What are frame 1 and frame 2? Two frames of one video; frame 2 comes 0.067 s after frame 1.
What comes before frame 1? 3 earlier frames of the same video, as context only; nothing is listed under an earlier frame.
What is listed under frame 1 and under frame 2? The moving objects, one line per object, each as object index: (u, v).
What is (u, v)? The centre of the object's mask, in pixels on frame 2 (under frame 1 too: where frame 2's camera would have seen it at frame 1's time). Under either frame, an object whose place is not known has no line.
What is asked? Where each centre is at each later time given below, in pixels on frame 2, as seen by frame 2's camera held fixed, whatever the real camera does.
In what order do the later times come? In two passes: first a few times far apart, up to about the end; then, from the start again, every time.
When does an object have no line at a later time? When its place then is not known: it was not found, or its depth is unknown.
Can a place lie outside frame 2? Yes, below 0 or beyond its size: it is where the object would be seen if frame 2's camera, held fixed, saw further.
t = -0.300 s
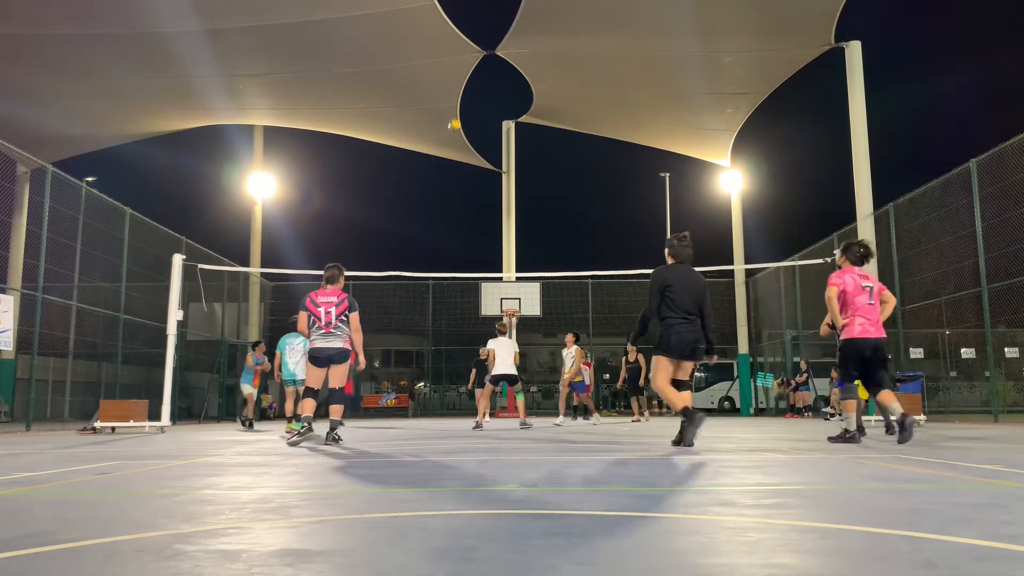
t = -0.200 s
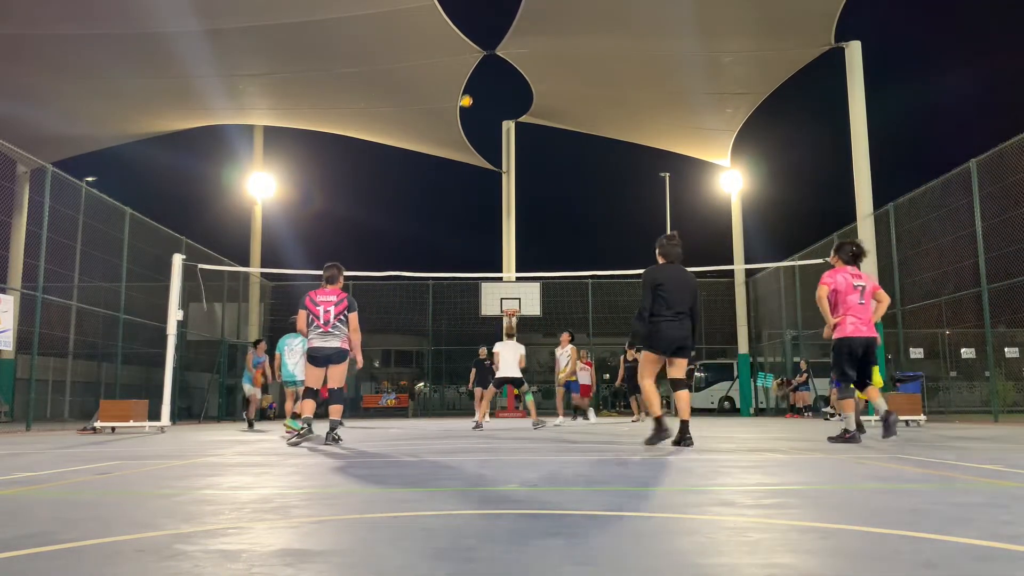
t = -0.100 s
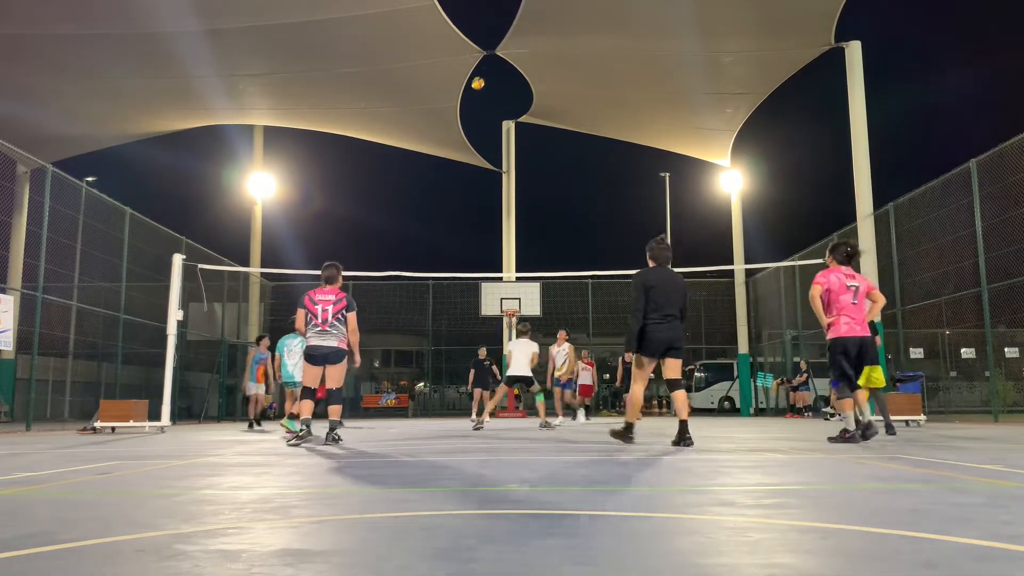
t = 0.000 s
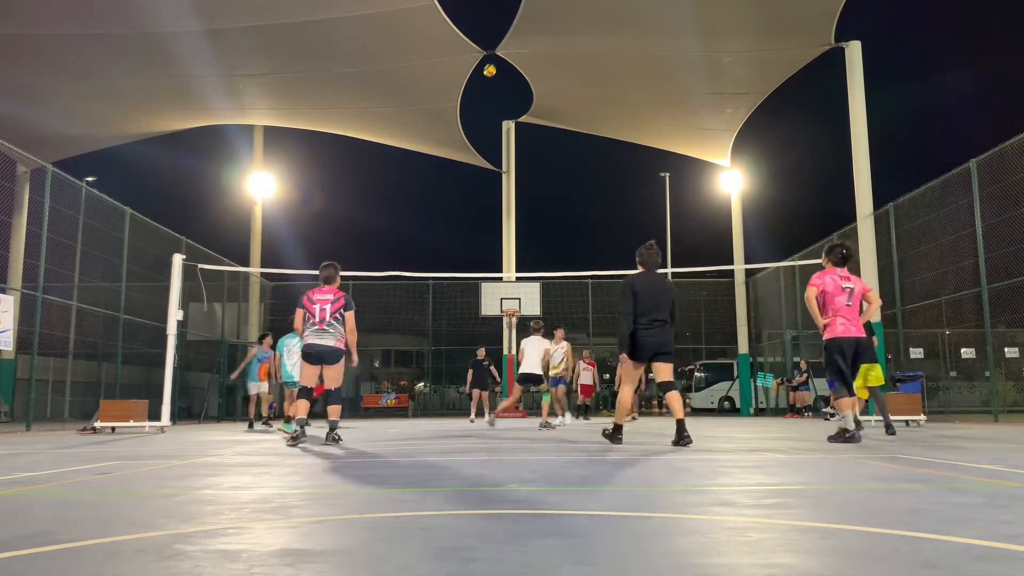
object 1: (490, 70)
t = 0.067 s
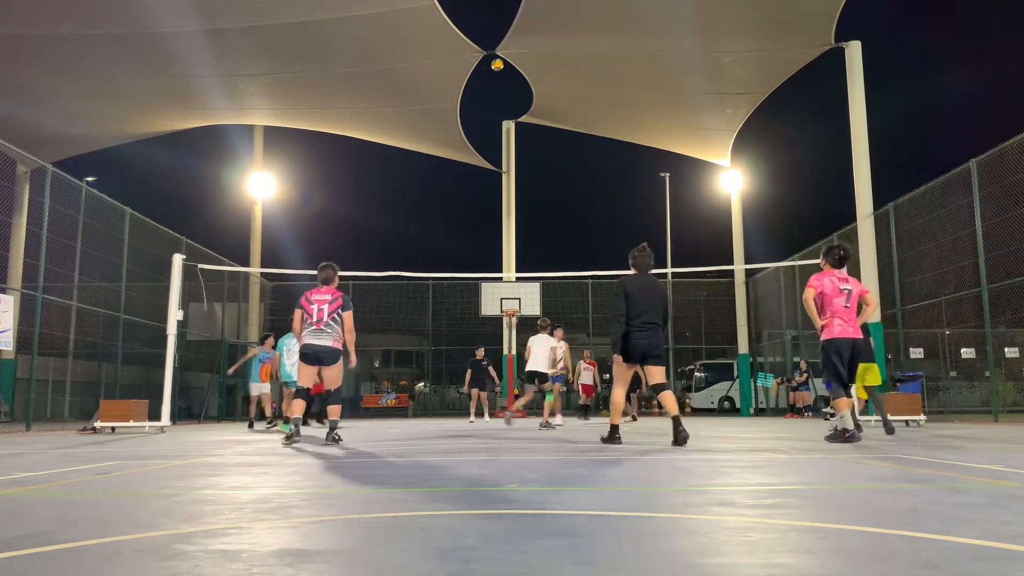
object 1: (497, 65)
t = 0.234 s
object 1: (517, 59)
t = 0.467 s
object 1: (545, 75)
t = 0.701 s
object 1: (575, 117)
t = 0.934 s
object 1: (604, 187)
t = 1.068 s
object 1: (620, 238)
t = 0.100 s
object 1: (501, 62)
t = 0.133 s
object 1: (505, 61)
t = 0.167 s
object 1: (509, 60)
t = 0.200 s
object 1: (514, 59)
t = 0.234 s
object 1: (517, 59)
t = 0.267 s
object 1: (521, 60)
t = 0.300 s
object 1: (525, 61)
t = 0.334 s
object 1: (529, 63)
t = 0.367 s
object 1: (533, 65)
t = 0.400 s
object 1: (537, 68)
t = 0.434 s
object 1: (541, 71)
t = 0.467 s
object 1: (545, 75)
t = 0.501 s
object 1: (549, 80)
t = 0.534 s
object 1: (554, 84)
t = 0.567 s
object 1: (558, 90)
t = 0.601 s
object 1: (562, 96)
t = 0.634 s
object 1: (566, 103)
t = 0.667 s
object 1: (570, 110)
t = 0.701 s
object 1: (575, 117)
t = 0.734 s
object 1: (579, 126)
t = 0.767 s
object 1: (583, 135)
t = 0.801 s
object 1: (587, 144)
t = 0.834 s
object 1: (592, 154)
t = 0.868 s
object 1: (596, 164)
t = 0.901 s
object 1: (600, 175)
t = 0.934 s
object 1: (604, 187)
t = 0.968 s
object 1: (608, 199)
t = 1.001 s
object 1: (612, 211)
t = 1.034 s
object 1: (616, 224)
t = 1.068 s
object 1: (620, 238)
